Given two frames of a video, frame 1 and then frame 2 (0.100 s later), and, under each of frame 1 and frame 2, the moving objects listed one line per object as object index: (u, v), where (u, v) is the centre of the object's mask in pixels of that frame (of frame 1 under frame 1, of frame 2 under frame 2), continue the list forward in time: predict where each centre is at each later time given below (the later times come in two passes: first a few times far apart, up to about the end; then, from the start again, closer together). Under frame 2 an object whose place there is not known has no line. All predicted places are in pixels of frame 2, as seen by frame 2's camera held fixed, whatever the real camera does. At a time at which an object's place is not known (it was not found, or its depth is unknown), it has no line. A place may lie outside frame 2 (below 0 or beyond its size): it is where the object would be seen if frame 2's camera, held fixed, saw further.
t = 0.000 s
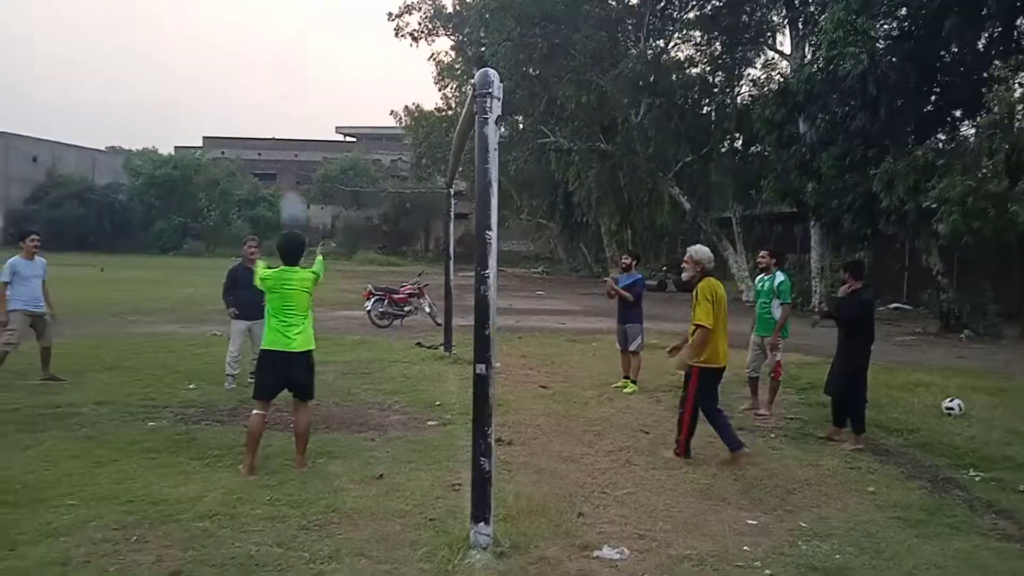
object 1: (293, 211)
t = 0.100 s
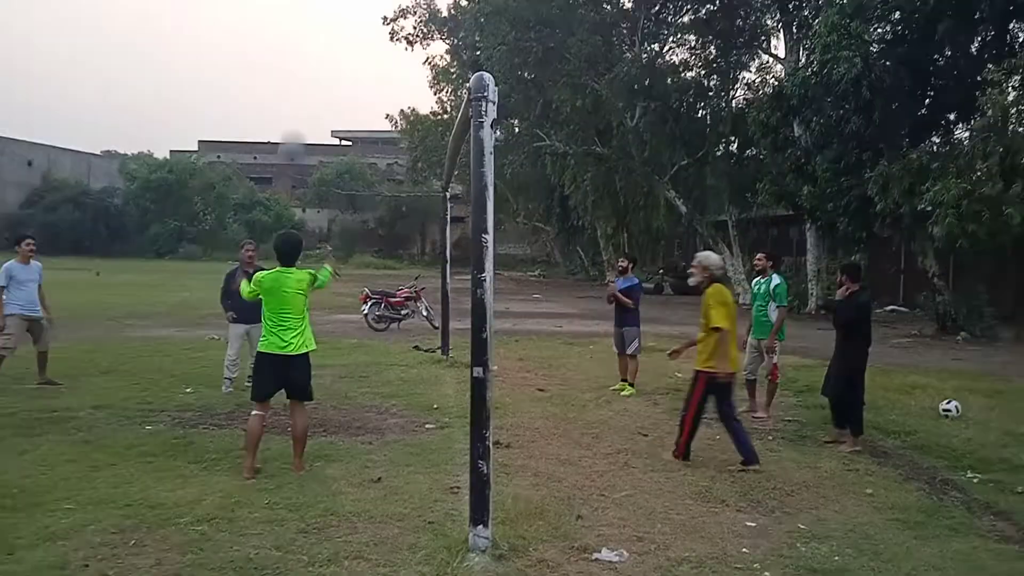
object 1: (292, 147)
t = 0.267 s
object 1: (296, 64)
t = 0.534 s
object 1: (300, 7)
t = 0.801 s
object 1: (300, 29)
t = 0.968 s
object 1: (299, 77)
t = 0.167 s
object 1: (295, 109)
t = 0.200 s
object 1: (296, 92)
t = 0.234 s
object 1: (296, 78)
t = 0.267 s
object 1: (296, 64)
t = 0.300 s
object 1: (297, 52)
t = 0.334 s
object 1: (297, 42)
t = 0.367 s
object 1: (297, 32)
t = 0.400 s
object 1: (297, 24)
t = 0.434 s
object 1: (299, 18)
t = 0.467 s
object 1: (299, 13)
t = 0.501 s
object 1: (299, 9)
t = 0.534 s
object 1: (300, 7)
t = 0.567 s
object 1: (300, 6)
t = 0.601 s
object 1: (300, 6)
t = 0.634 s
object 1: (300, 6)
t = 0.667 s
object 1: (300, 8)
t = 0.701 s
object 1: (300, 11)
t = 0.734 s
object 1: (300, 15)
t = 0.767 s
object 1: (300, 22)
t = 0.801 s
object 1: (300, 29)
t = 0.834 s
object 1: (300, 36)
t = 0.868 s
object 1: (300, 44)
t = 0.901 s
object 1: (300, 54)
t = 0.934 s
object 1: (300, 66)
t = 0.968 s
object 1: (299, 77)
